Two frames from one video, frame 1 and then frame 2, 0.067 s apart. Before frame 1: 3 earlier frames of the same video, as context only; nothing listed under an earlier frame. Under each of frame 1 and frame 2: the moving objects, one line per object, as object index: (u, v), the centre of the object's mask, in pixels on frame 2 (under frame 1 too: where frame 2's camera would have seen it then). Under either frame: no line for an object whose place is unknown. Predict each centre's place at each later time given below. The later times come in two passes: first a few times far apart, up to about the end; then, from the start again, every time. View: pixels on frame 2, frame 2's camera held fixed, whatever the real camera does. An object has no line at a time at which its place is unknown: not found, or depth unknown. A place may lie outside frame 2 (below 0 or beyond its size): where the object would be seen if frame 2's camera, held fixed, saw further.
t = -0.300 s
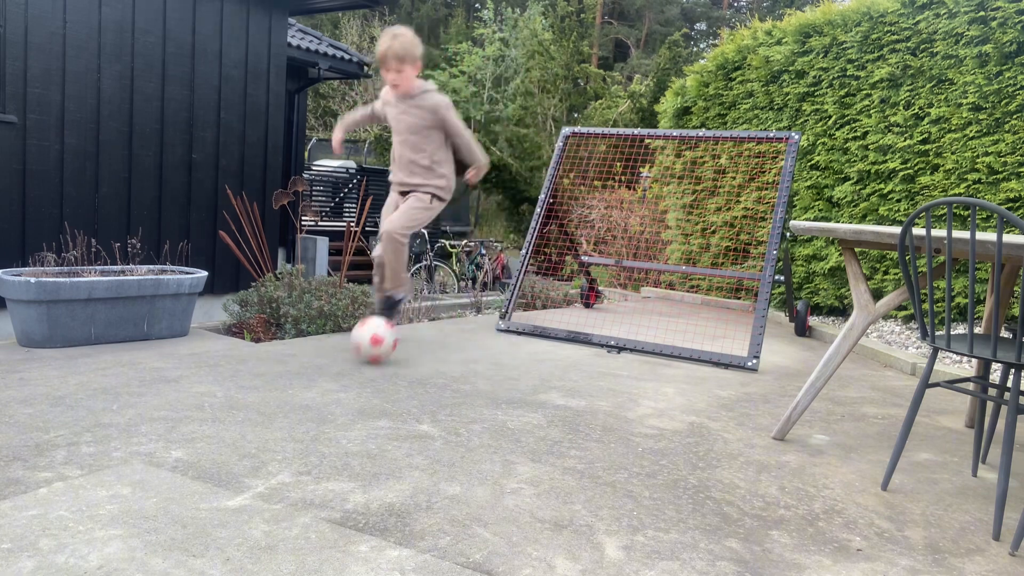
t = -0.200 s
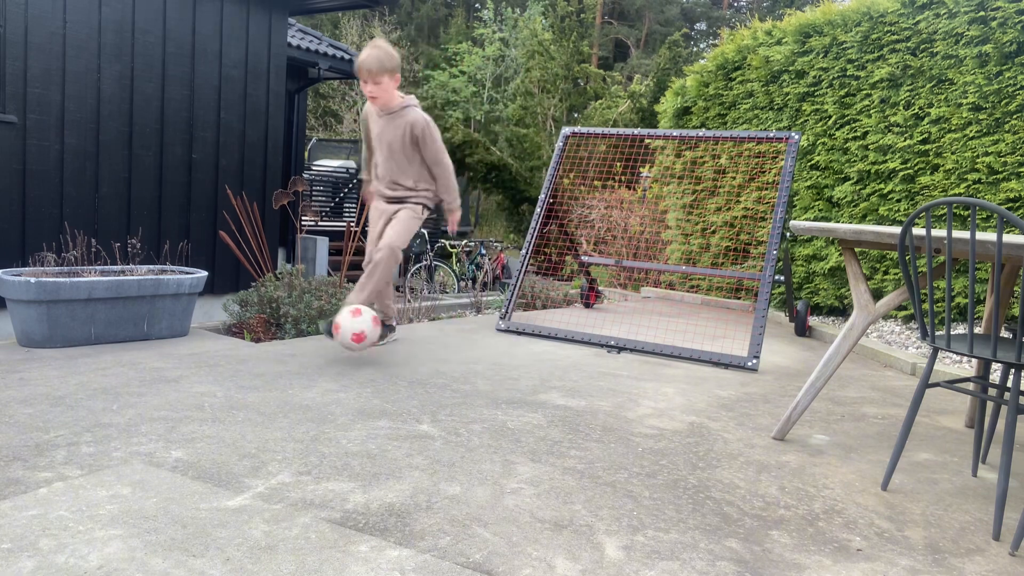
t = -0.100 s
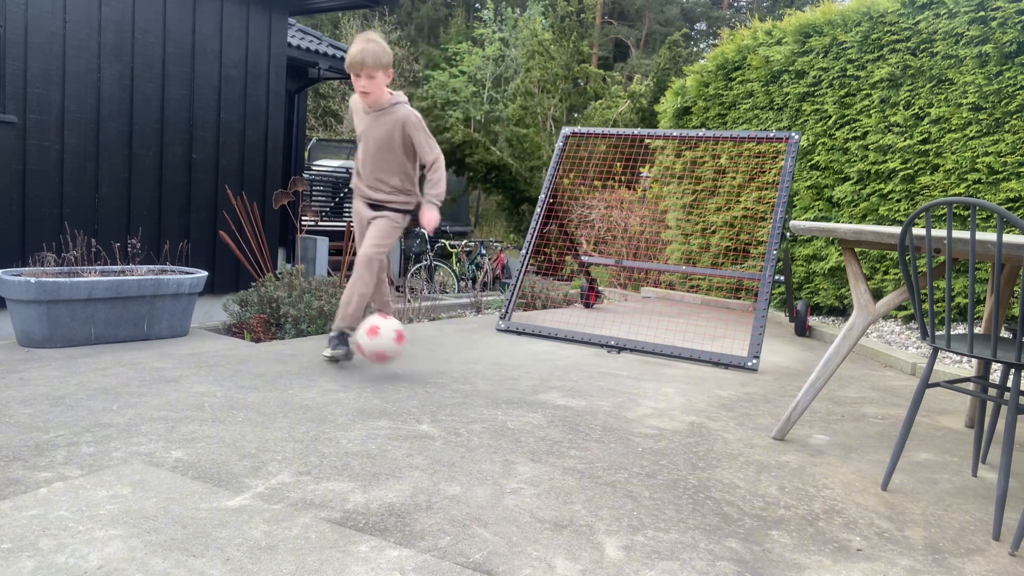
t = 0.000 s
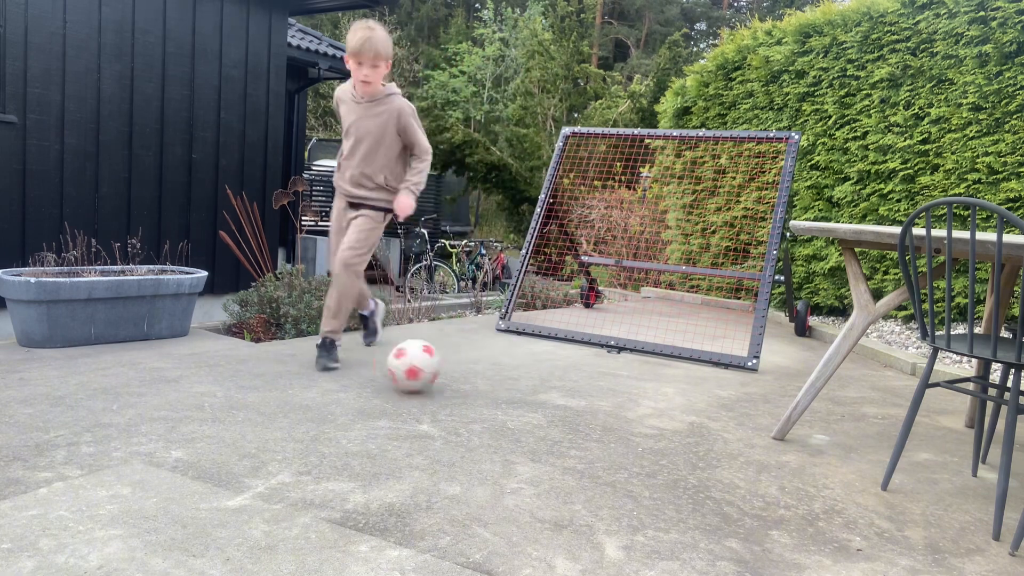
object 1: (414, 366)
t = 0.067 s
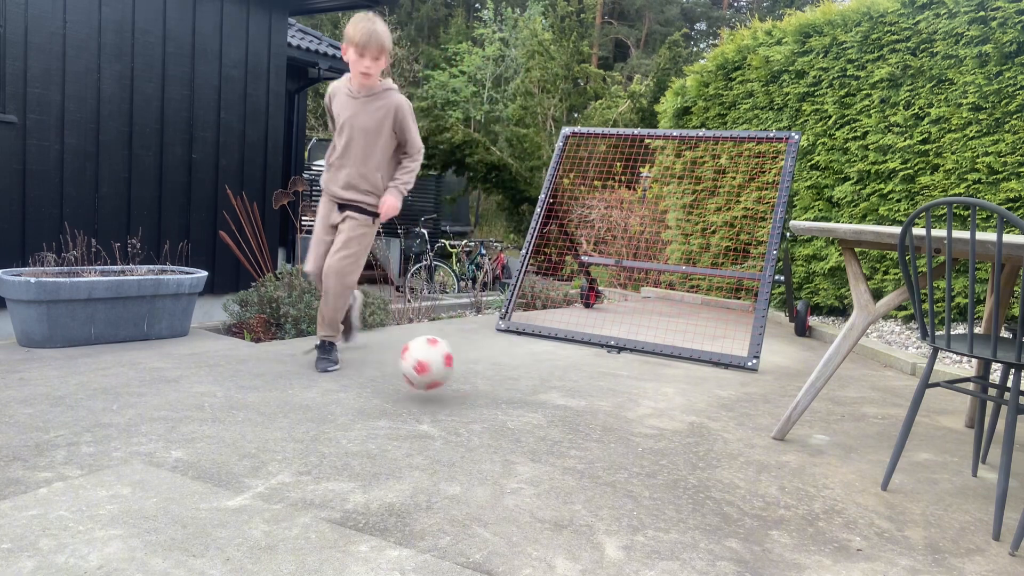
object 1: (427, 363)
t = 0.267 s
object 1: (464, 386)
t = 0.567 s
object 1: (517, 430)
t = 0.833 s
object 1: (582, 476)
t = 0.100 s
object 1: (434, 366)
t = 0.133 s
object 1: (440, 371)
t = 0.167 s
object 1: (447, 378)
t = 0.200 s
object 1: (453, 388)
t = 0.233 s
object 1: (459, 386)
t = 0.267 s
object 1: (464, 386)
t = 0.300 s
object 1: (469, 389)
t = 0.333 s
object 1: (474, 397)
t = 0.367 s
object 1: (480, 407)
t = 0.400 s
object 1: (486, 407)
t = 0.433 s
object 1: (492, 407)
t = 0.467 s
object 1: (498, 411)
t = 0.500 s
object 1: (504, 420)
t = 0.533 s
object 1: (511, 428)
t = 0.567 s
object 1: (517, 430)
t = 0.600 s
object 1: (524, 432)
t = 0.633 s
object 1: (531, 439)
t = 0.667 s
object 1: (538, 448)
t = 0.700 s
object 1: (547, 451)
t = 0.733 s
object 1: (556, 458)
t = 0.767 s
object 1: (563, 465)
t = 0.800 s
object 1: (572, 470)
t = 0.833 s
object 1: (582, 476)
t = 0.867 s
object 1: (591, 484)
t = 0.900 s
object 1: (601, 492)
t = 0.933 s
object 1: (611, 500)
